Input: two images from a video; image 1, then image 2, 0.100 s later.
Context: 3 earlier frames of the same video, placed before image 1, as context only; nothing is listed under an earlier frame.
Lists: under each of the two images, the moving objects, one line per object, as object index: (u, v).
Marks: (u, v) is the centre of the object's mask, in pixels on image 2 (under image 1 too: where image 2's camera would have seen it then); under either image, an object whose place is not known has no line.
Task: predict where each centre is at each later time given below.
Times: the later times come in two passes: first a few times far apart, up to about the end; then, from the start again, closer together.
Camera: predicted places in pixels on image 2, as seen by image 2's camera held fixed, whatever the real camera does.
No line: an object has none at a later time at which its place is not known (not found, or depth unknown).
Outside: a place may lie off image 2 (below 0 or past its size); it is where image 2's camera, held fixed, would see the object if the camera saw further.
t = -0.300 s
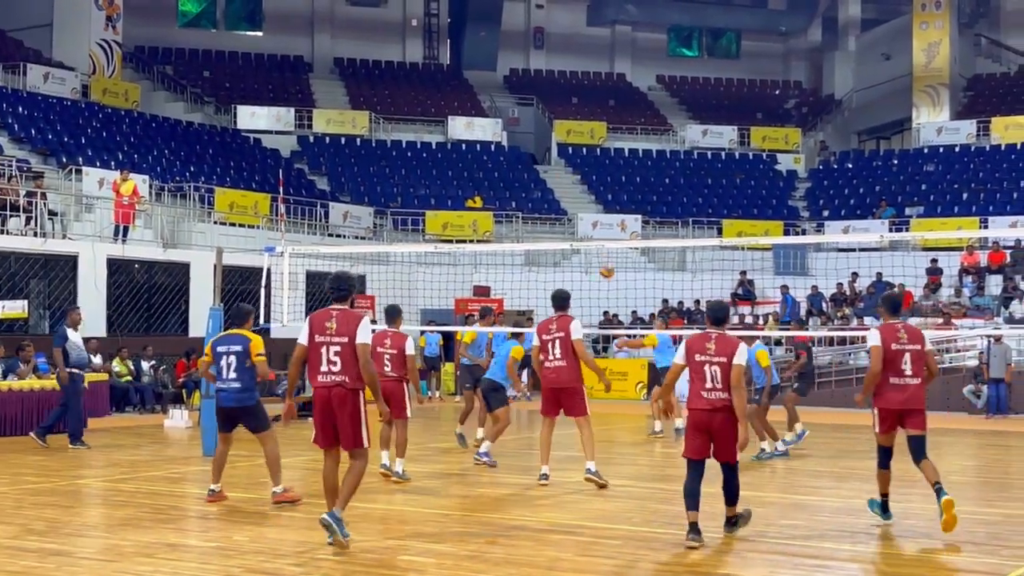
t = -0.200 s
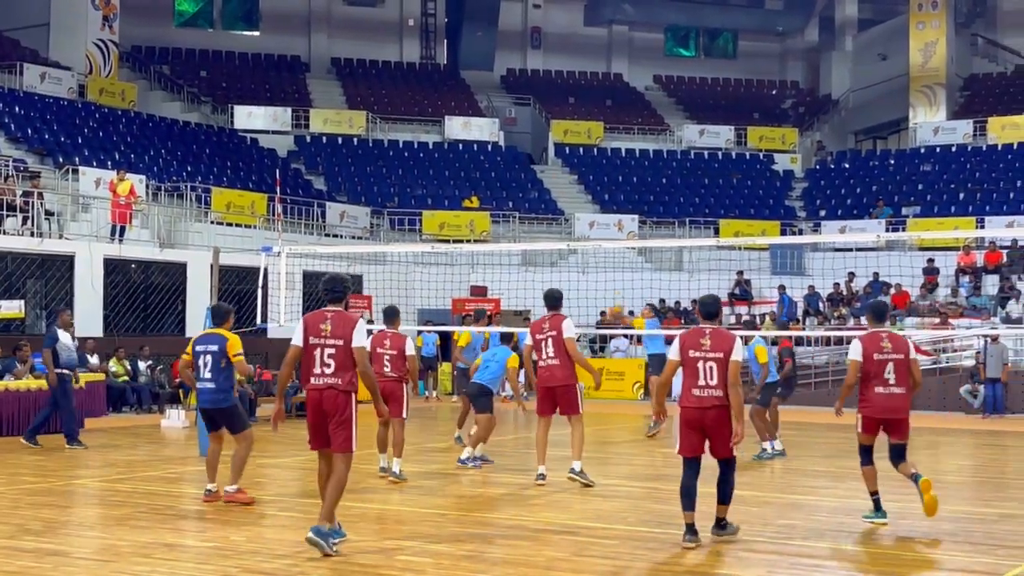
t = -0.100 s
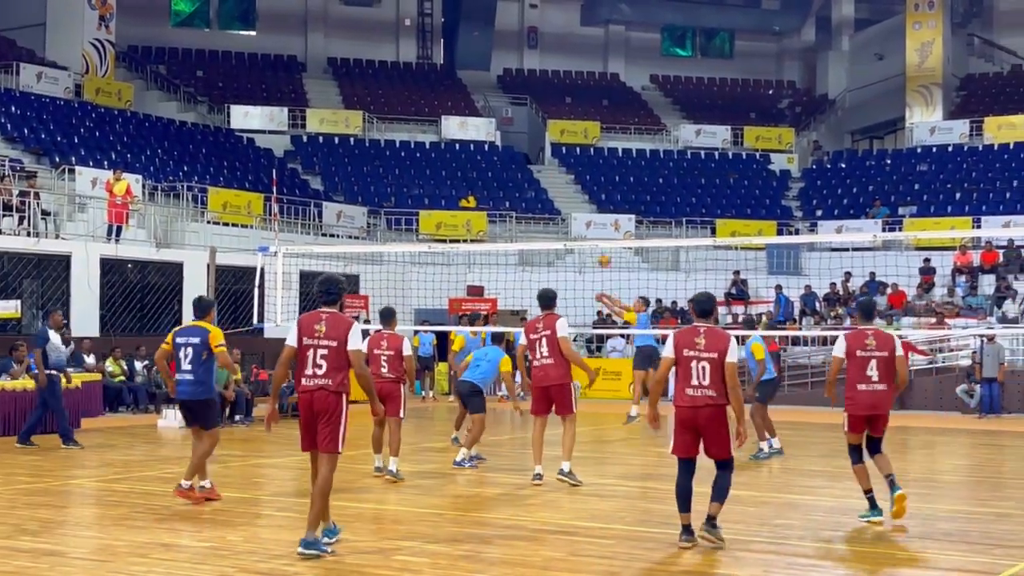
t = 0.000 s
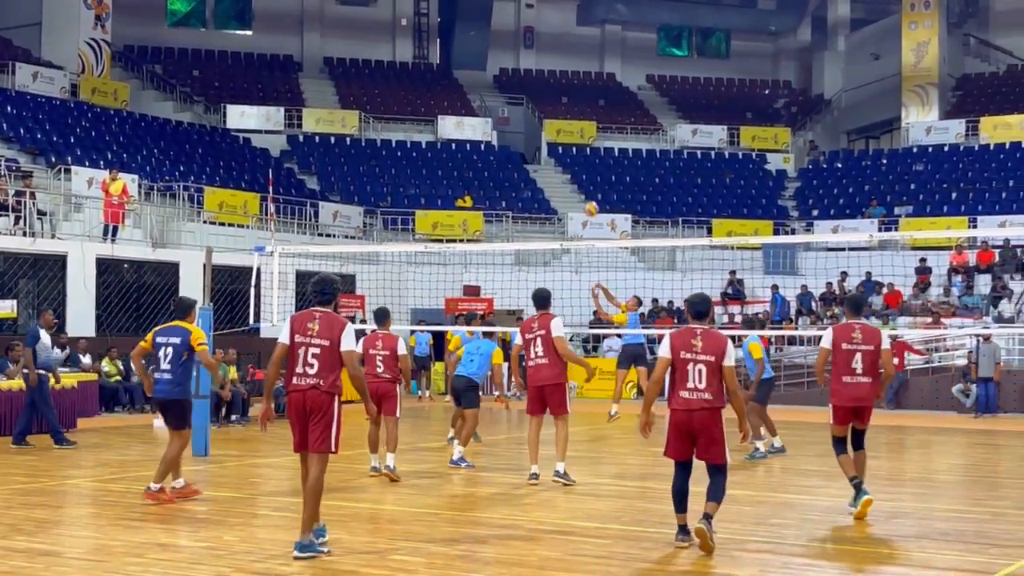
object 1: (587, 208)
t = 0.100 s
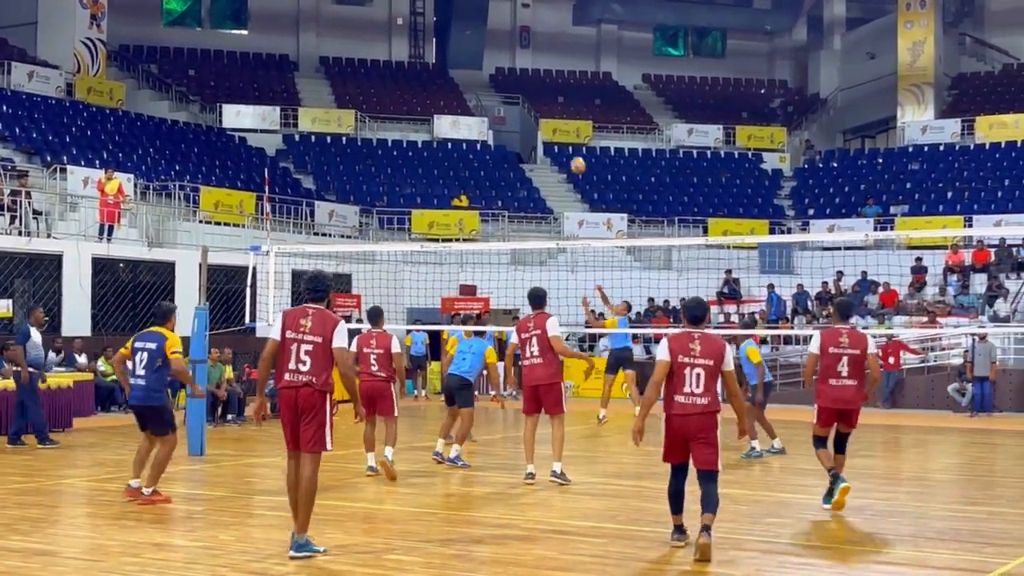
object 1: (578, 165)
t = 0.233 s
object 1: (564, 116)
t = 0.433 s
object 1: (546, 66)
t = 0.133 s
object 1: (575, 153)
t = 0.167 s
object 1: (572, 140)
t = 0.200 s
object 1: (568, 128)
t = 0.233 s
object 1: (564, 116)
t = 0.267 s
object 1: (561, 107)
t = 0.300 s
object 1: (558, 97)
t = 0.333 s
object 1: (555, 88)
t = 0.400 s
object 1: (549, 72)
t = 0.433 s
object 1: (546, 66)
